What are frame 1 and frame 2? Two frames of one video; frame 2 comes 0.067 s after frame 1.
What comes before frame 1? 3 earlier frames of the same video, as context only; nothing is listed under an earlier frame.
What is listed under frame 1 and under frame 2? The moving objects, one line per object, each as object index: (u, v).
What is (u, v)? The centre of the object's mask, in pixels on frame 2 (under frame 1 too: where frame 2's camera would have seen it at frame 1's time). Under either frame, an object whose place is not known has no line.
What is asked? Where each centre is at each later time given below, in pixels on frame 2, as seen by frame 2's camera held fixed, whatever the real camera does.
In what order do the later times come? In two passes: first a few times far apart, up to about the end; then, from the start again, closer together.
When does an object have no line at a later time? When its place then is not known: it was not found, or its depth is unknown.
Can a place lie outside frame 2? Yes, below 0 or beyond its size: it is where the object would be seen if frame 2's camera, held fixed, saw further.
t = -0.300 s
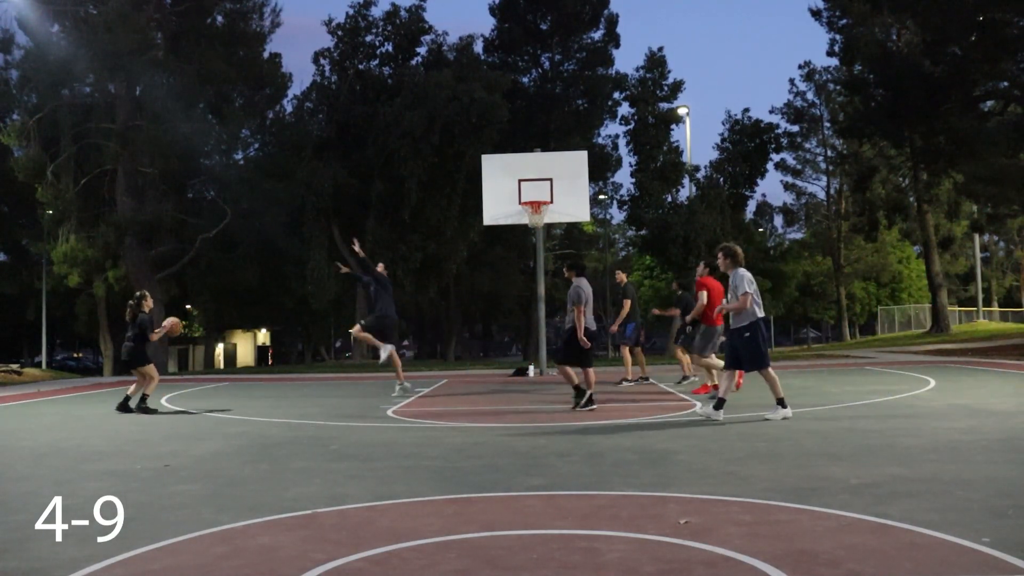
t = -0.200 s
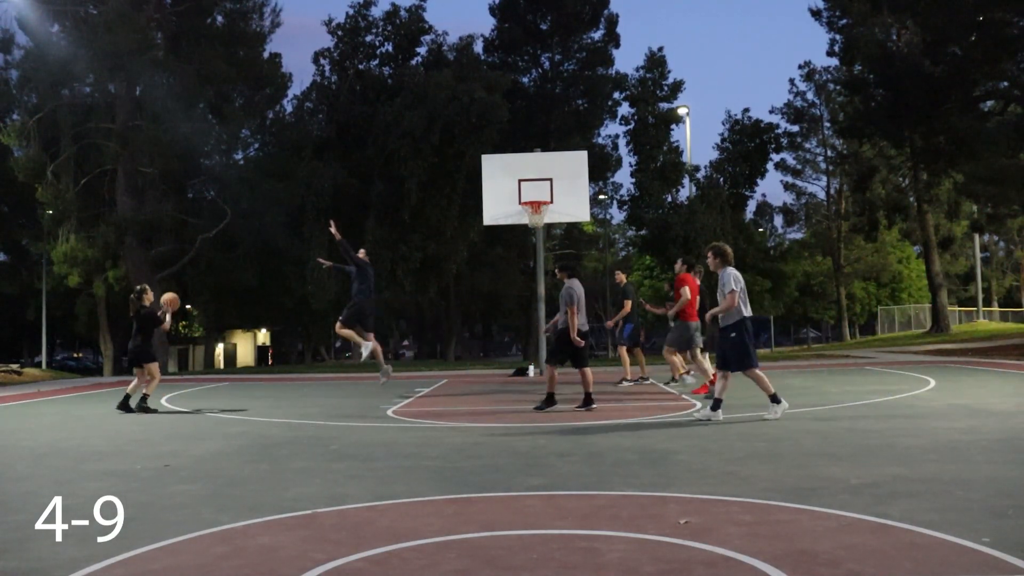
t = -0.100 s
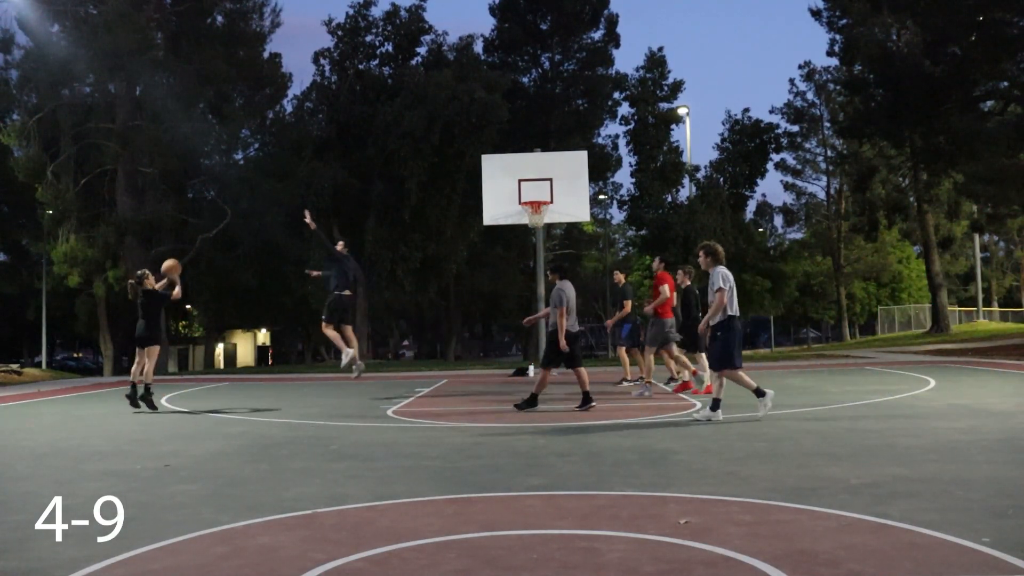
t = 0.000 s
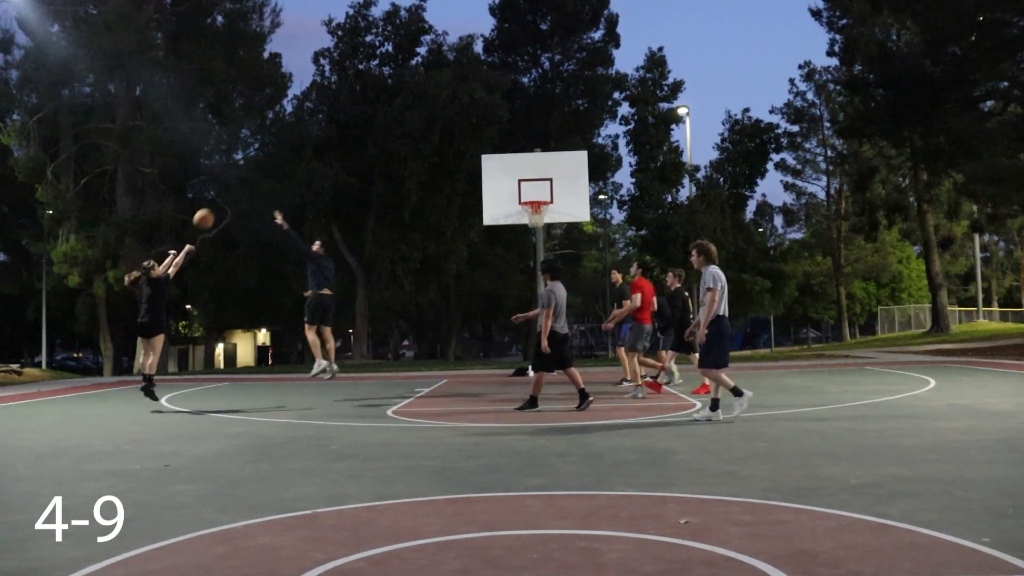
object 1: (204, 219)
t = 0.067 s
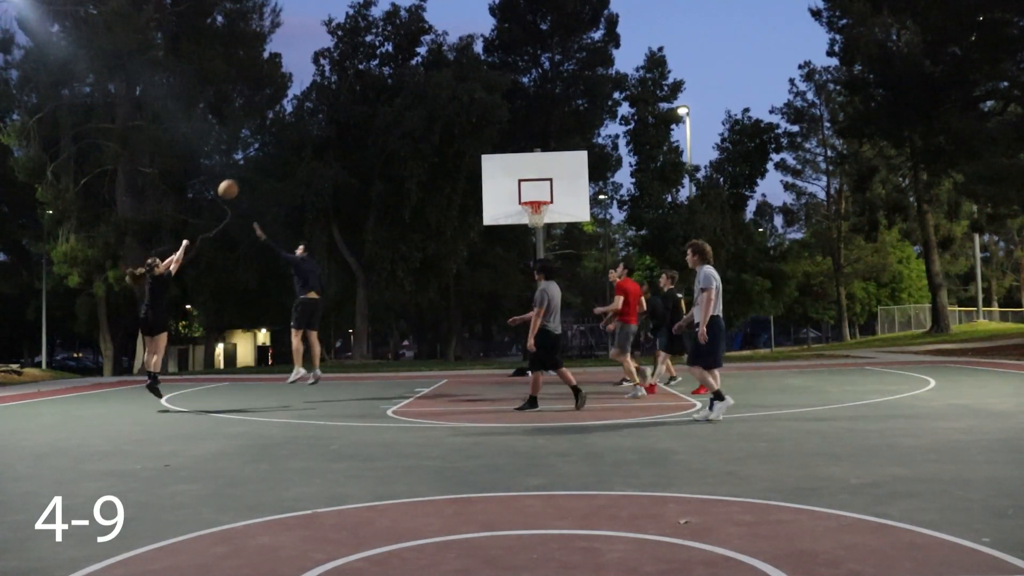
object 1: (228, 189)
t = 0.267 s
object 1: (296, 125)
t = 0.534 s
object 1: (374, 90)
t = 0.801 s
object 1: (443, 103)
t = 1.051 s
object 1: (500, 150)
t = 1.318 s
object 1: (536, 212)
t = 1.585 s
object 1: (534, 219)
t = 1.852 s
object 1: (538, 223)
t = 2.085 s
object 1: (534, 246)
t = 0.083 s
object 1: (234, 182)
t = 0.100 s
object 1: (240, 176)
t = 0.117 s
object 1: (245, 170)
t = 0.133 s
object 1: (252, 164)
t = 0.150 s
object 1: (257, 158)
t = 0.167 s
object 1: (263, 153)
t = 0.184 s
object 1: (269, 147)
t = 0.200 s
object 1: (274, 142)
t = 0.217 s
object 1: (280, 138)
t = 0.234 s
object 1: (285, 133)
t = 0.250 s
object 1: (290, 129)
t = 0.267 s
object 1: (296, 125)
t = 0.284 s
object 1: (301, 122)
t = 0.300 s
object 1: (306, 118)
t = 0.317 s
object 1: (311, 115)
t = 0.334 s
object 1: (316, 112)
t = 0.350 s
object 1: (321, 109)
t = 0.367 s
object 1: (326, 106)
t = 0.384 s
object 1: (332, 104)
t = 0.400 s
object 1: (336, 101)
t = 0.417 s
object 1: (341, 99)
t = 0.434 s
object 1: (346, 97)
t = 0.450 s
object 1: (351, 96)
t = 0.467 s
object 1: (356, 94)
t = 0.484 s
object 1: (360, 93)
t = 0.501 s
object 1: (365, 92)
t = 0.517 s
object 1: (369, 91)
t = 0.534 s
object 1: (374, 90)
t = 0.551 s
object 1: (379, 90)
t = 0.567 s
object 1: (383, 89)
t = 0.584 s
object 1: (387, 89)
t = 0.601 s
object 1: (392, 89)
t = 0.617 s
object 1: (397, 89)
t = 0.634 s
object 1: (401, 90)
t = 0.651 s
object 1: (405, 90)
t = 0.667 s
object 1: (409, 91)
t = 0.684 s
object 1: (414, 92)
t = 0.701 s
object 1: (418, 93)
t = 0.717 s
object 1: (422, 94)
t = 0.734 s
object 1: (426, 95)
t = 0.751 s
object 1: (431, 97)
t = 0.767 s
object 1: (435, 99)
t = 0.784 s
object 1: (439, 101)
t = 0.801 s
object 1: (443, 103)
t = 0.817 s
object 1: (447, 105)
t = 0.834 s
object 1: (451, 107)
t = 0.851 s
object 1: (455, 110)
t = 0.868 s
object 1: (459, 112)
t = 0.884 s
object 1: (462, 115)
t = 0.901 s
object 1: (466, 118)
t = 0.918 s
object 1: (470, 121)
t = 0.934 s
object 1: (474, 124)
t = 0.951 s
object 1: (478, 128)
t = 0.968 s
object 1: (482, 131)
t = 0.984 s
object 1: (485, 135)
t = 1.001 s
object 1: (489, 138)
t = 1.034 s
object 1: (496, 146)
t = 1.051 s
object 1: (500, 150)
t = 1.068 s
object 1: (503, 155)
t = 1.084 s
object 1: (507, 159)
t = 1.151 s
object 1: (521, 179)
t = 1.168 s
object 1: (525, 184)
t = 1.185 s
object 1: (528, 189)
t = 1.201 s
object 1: (532, 194)
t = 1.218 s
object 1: (535, 198)
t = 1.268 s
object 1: (541, 210)
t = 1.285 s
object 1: (538, 213)
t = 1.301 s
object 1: (538, 213)
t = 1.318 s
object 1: (536, 212)
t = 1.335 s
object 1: (535, 211)
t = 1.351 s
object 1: (534, 210)
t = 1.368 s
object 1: (534, 210)
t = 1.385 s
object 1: (534, 210)
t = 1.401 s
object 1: (533, 211)
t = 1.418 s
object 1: (533, 211)
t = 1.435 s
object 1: (533, 212)
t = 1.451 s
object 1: (530, 215)
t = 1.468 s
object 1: (532, 213)
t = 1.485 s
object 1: (531, 217)
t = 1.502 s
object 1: (531, 218)
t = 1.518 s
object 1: (531, 218)
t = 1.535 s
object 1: (531, 219)
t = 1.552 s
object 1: (532, 219)
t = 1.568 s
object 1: (534, 219)
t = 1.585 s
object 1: (534, 219)
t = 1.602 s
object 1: (535, 220)
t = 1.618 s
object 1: (535, 221)
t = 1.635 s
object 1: (536, 220)
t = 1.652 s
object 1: (537, 220)
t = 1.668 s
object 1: (538, 221)
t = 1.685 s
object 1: (538, 220)
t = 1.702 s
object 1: (539, 221)
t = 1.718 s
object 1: (540, 221)
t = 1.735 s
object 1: (540, 221)
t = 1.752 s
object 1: (540, 222)
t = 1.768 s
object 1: (539, 221)
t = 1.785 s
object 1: (539, 221)
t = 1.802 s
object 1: (539, 222)
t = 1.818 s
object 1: (539, 222)
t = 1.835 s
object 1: (538, 222)
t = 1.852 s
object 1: (538, 223)
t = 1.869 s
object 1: (538, 223)
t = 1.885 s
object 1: (538, 224)
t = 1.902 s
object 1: (537, 224)
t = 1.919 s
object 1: (538, 227)
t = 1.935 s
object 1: (537, 228)
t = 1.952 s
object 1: (536, 229)
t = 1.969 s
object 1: (536, 231)
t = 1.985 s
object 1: (536, 232)
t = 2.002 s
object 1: (536, 234)
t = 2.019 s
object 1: (536, 236)
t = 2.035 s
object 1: (535, 238)
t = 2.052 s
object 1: (535, 241)
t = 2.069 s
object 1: (534, 243)
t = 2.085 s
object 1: (534, 246)
